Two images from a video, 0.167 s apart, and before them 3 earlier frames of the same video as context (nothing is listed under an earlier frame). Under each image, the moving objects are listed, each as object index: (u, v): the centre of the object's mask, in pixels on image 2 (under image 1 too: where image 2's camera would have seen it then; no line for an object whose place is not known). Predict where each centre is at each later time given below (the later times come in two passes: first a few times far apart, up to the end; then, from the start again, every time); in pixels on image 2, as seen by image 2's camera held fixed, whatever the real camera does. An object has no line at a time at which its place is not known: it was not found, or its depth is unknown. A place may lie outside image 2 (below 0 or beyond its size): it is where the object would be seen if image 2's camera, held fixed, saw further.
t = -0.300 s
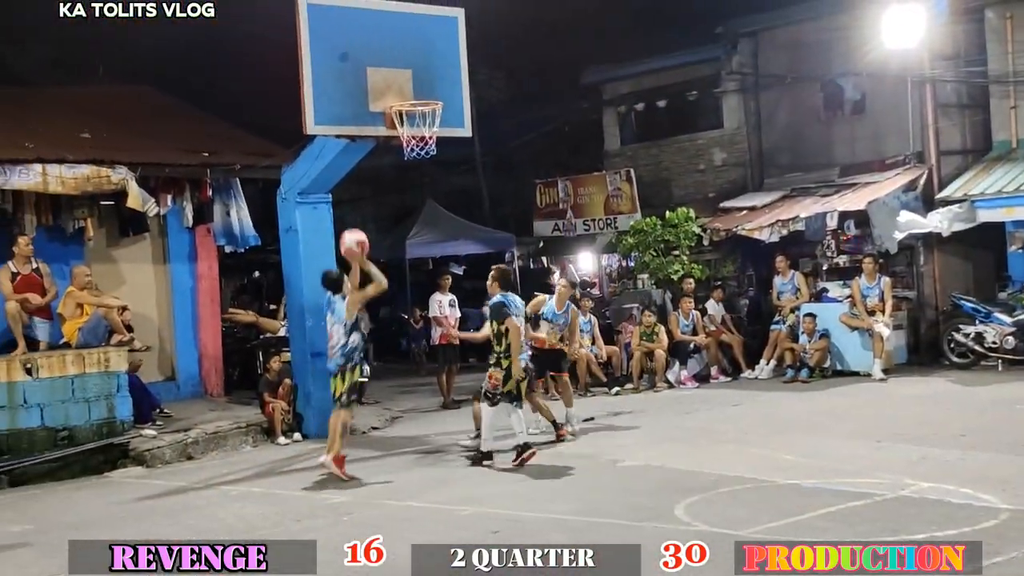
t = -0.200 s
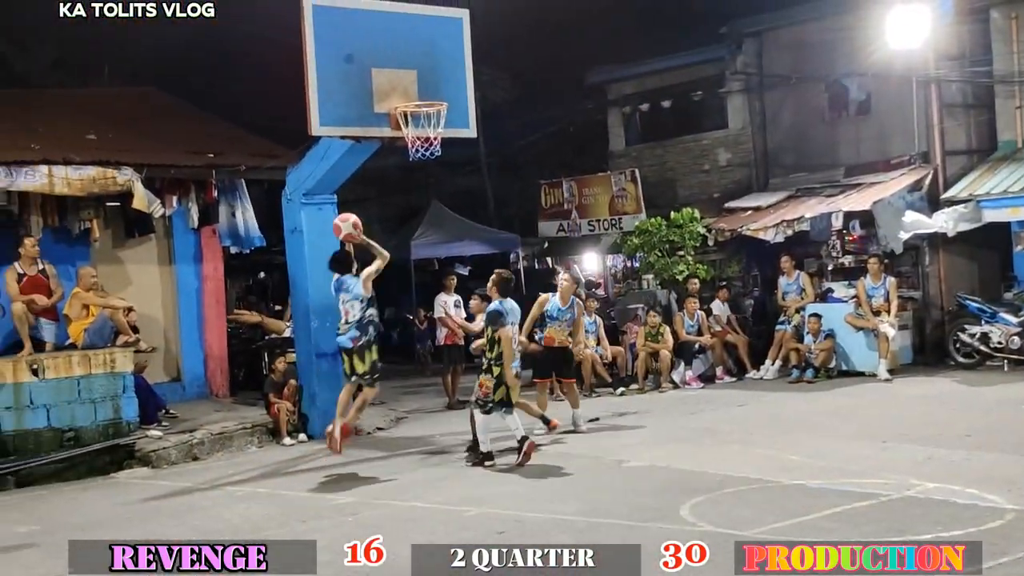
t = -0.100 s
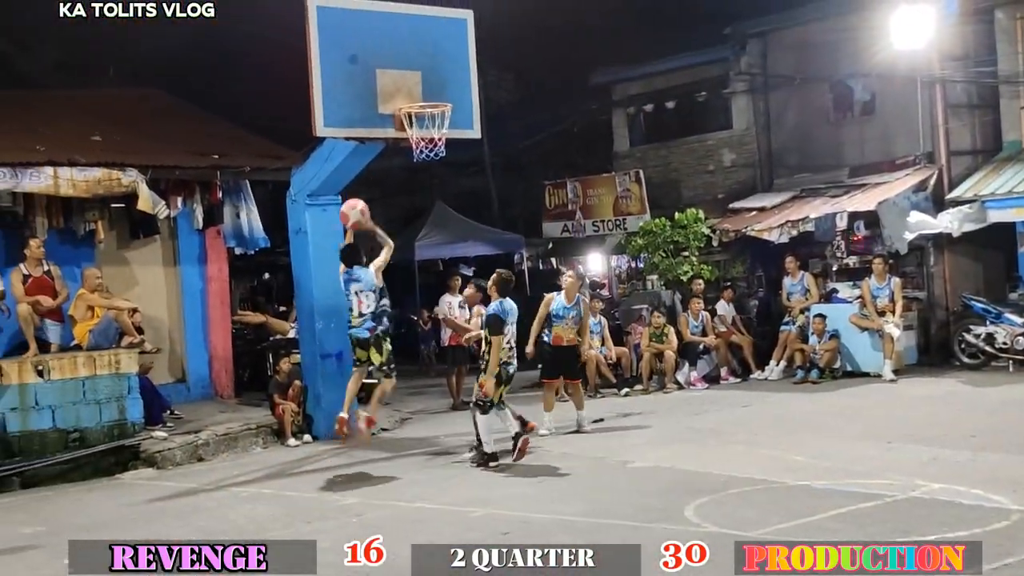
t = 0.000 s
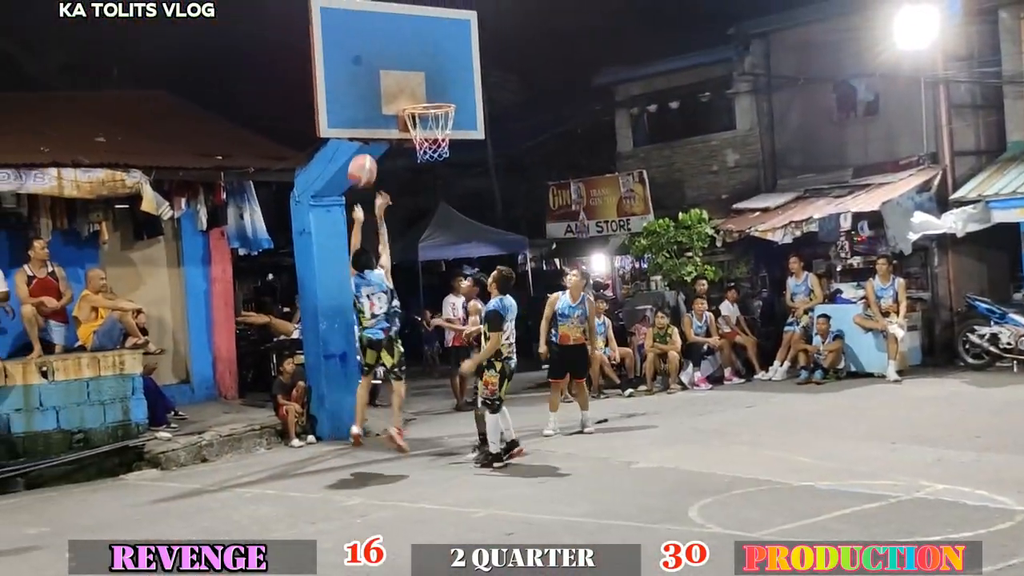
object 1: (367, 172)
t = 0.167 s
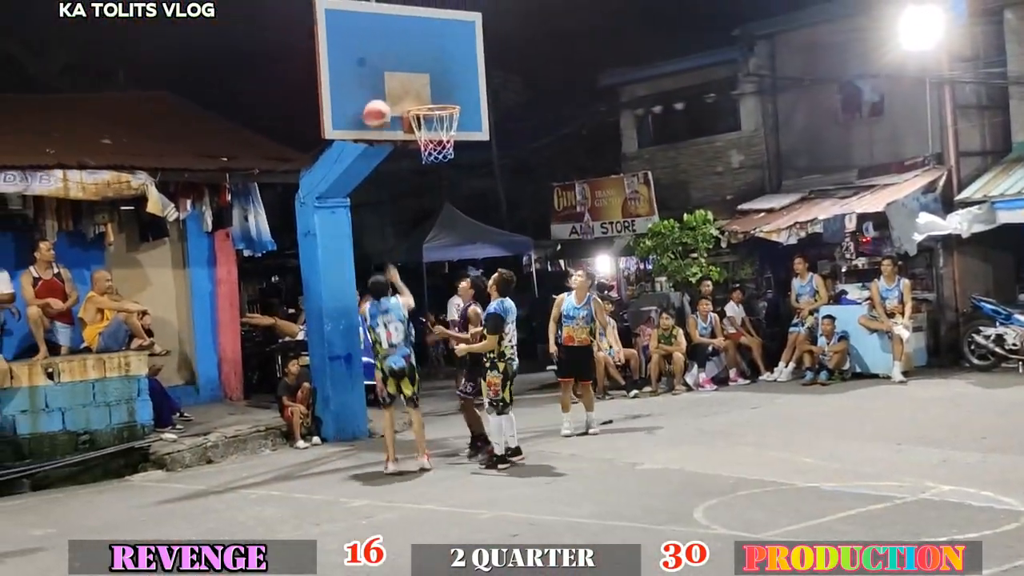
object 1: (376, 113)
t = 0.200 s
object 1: (379, 106)
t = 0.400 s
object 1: (410, 92)
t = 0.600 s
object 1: (444, 120)
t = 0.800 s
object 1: (445, 180)
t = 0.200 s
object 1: (379, 106)
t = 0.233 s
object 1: (381, 100)
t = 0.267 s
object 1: (384, 96)
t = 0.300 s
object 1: (389, 93)
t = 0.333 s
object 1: (396, 91)
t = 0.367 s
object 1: (403, 90)
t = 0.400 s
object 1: (410, 92)
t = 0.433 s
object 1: (417, 94)
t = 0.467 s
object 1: (423, 95)
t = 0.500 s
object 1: (430, 96)
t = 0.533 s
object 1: (438, 105)
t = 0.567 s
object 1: (444, 112)
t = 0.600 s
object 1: (444, 120)
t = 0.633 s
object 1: (444, 128)
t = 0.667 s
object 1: (445, 138)
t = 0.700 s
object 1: (445, 147)
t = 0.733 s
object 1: (445, 158)
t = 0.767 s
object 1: (445, 168)
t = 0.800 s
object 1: (445, 180)
